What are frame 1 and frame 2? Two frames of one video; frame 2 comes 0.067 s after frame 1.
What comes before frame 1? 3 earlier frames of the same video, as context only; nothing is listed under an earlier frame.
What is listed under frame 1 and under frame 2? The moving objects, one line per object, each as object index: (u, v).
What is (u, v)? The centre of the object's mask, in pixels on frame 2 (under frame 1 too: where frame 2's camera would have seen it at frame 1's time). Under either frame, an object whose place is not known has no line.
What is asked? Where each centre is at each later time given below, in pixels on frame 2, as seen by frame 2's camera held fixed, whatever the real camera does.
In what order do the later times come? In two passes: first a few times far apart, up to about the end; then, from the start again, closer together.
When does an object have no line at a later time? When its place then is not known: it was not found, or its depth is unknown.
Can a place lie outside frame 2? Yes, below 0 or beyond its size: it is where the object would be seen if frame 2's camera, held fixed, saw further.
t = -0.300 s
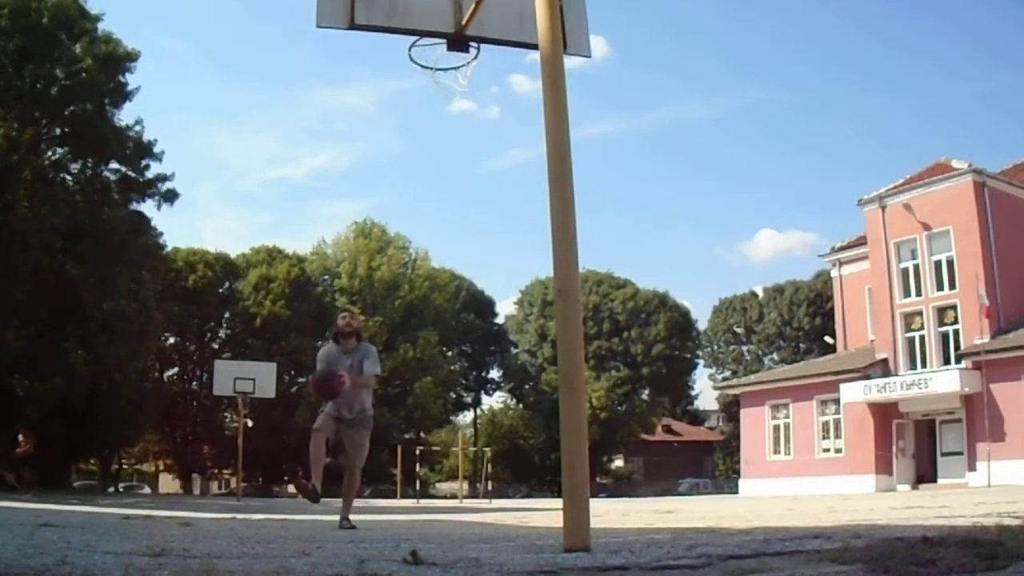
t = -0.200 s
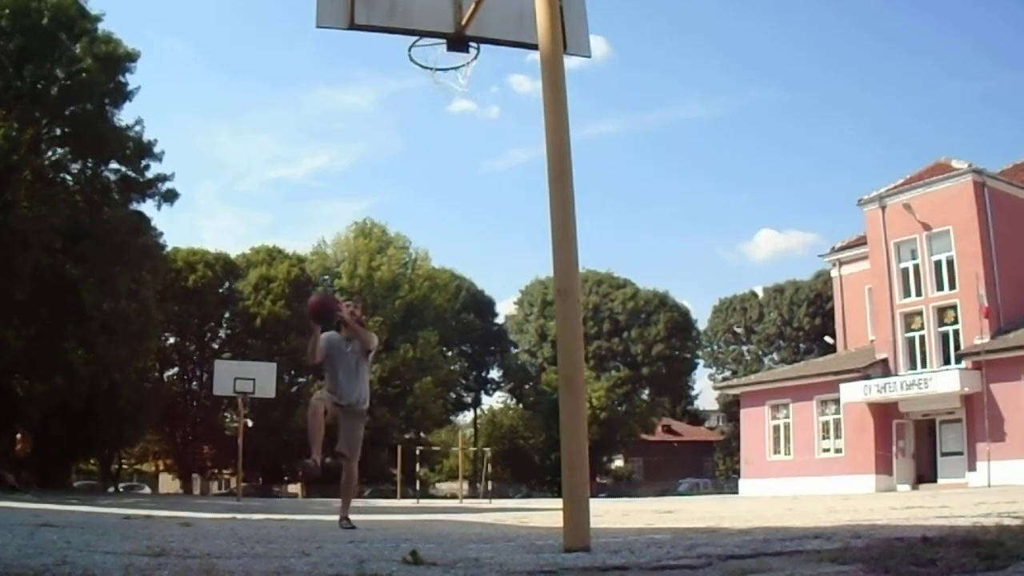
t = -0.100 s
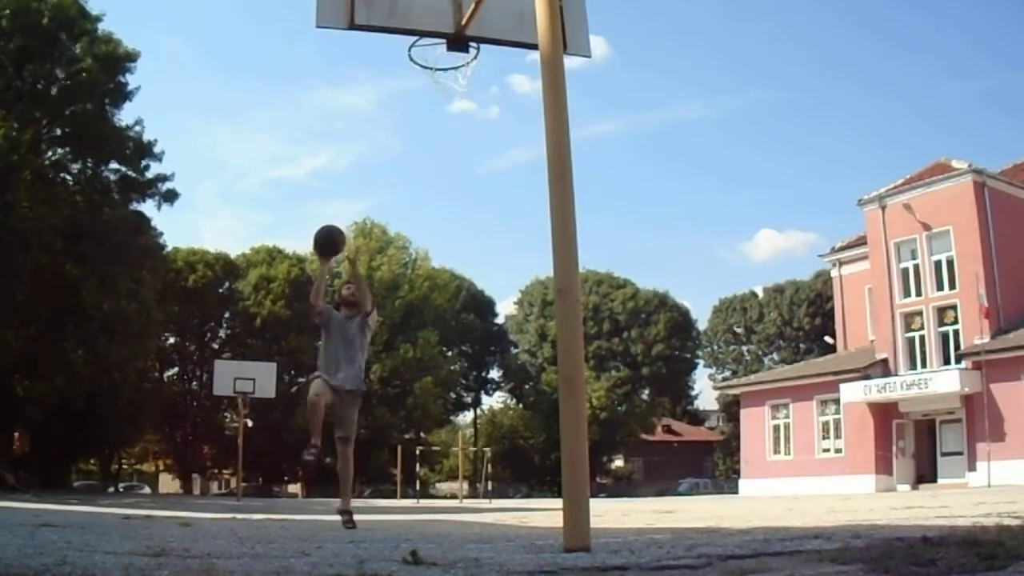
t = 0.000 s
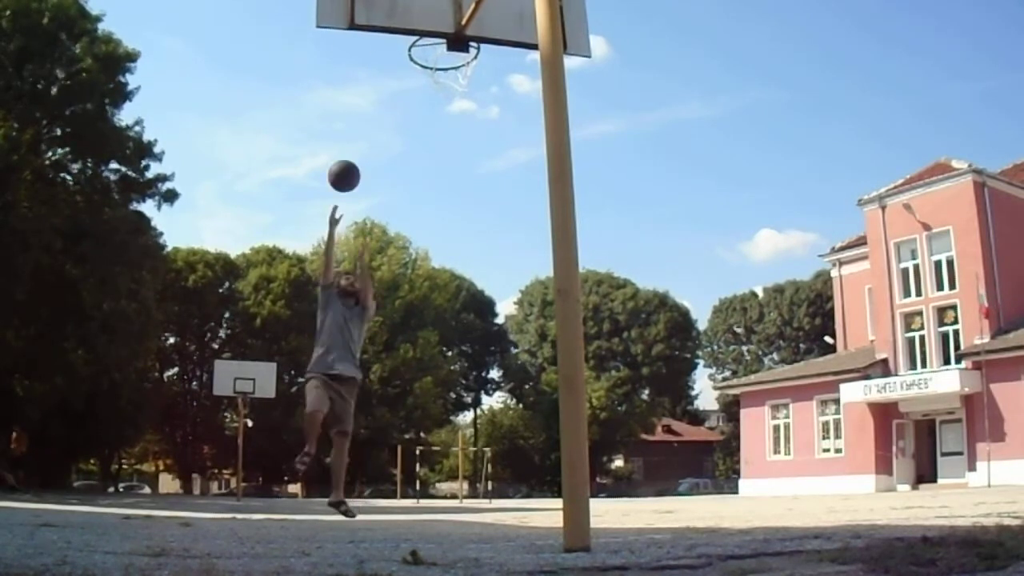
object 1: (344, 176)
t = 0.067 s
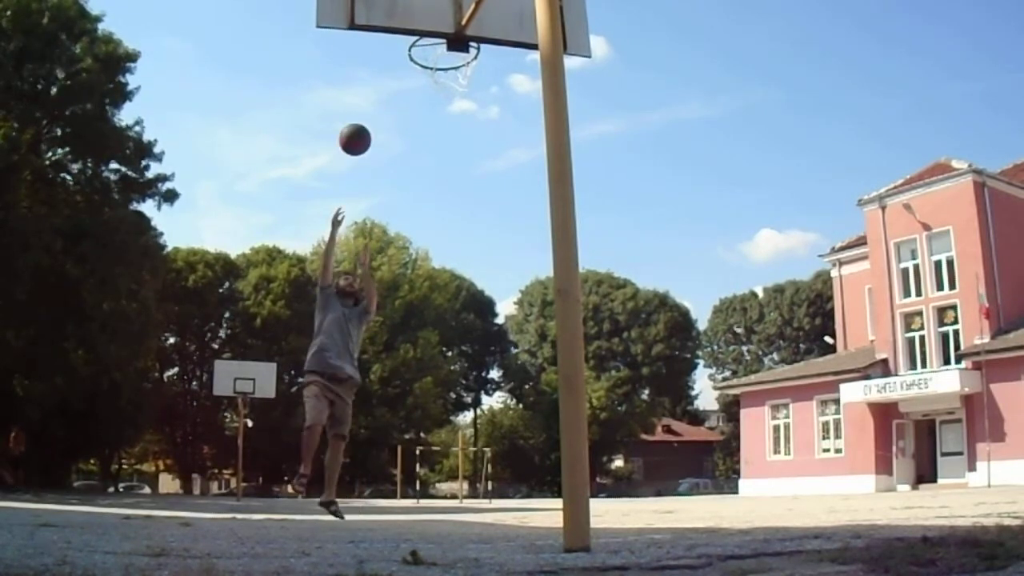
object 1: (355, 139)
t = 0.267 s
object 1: (387, 65)
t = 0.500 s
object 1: (423, 46)
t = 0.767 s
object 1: (468, 94)
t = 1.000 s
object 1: (507, 229)
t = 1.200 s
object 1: (542, 433)
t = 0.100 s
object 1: (360, 123)
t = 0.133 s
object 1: (366, 109)
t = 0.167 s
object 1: (371, 96)
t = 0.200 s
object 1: (376, 84)
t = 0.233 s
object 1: (382, 74)
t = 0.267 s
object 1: (387, 65)
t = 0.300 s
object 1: (392, 58)
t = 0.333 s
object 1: (397, 52)
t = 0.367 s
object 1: (402, 48)
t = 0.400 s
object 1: (408, 46)
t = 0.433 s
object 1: (413, 45)
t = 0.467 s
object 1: (418, 45)
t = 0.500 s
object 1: (423, 46)
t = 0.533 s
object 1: (428, 47)
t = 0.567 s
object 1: (432, 50)
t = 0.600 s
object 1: (438, 53)
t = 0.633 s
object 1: (445, 59)
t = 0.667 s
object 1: (449, 66)
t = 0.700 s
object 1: (457, 73)
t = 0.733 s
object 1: (463, 83)
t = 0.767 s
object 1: (468, 94)
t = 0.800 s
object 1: (473, 107)
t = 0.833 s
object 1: (478, 122)
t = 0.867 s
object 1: (484, 139)
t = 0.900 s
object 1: (490, 158)
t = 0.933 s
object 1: (495, 180)
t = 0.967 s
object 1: (501, 203)
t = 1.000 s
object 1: (507, 229)
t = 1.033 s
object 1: (513, 256)
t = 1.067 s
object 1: (520, 287)
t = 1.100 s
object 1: (526, 319)
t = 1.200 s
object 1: (542, 433)
